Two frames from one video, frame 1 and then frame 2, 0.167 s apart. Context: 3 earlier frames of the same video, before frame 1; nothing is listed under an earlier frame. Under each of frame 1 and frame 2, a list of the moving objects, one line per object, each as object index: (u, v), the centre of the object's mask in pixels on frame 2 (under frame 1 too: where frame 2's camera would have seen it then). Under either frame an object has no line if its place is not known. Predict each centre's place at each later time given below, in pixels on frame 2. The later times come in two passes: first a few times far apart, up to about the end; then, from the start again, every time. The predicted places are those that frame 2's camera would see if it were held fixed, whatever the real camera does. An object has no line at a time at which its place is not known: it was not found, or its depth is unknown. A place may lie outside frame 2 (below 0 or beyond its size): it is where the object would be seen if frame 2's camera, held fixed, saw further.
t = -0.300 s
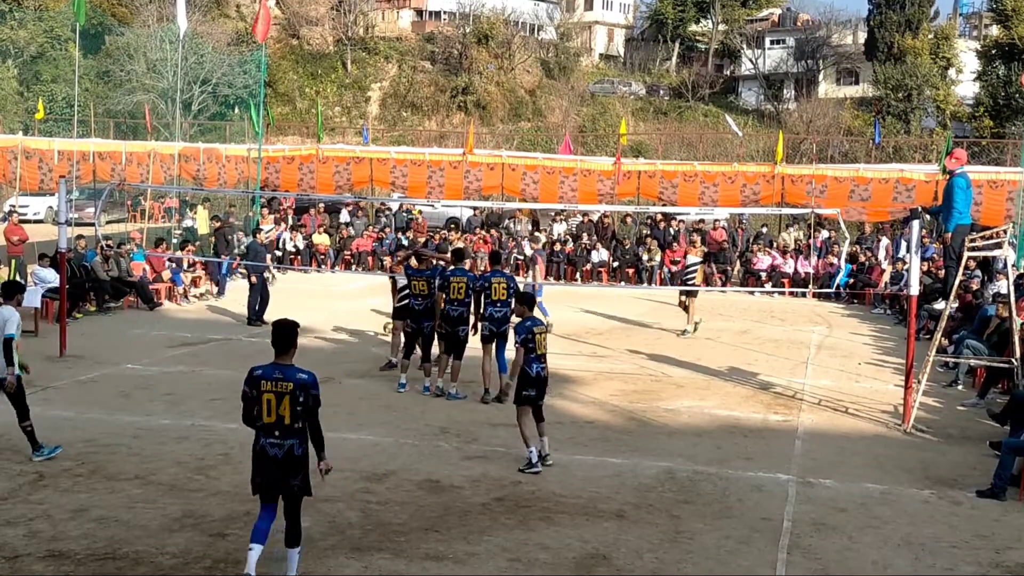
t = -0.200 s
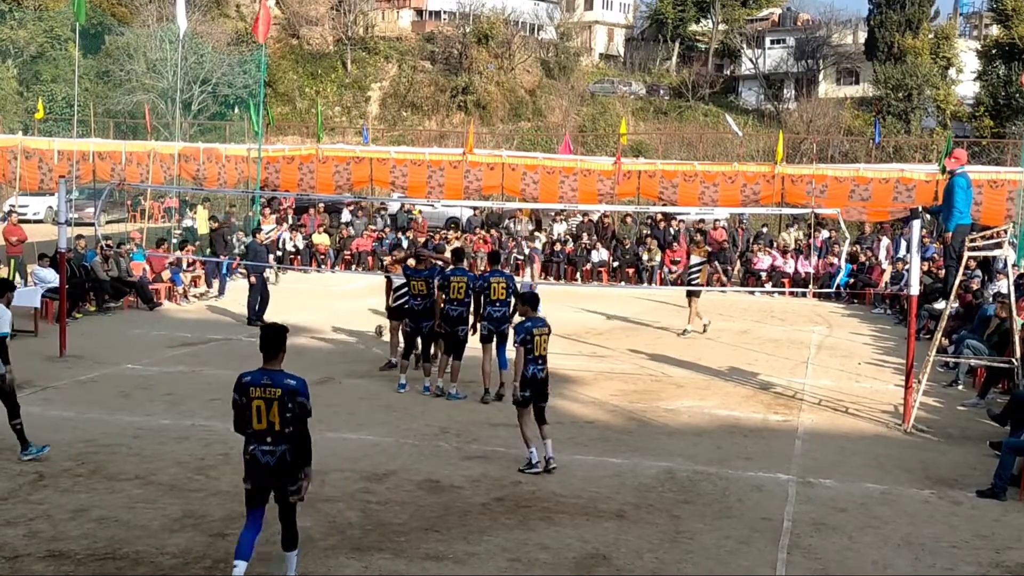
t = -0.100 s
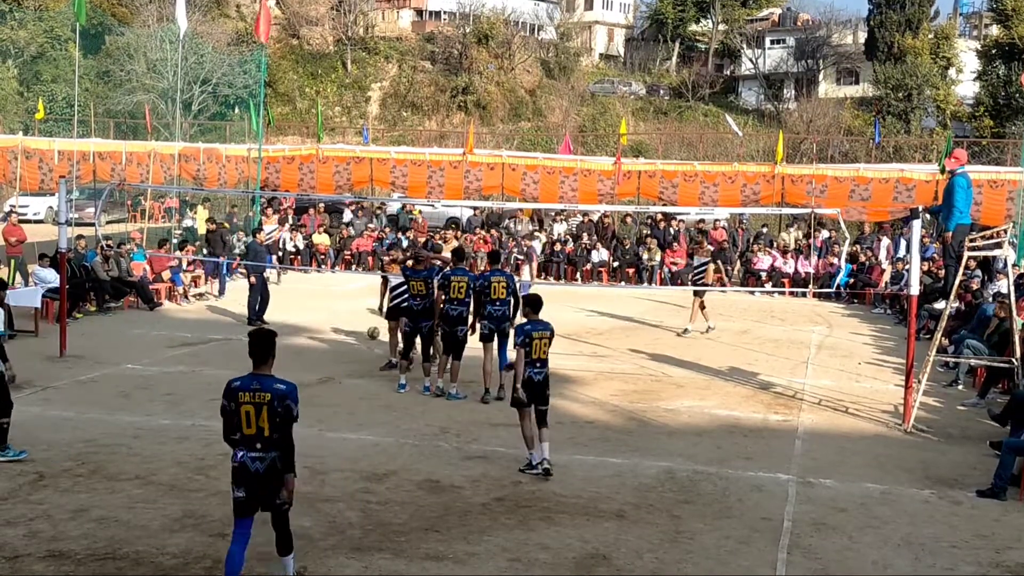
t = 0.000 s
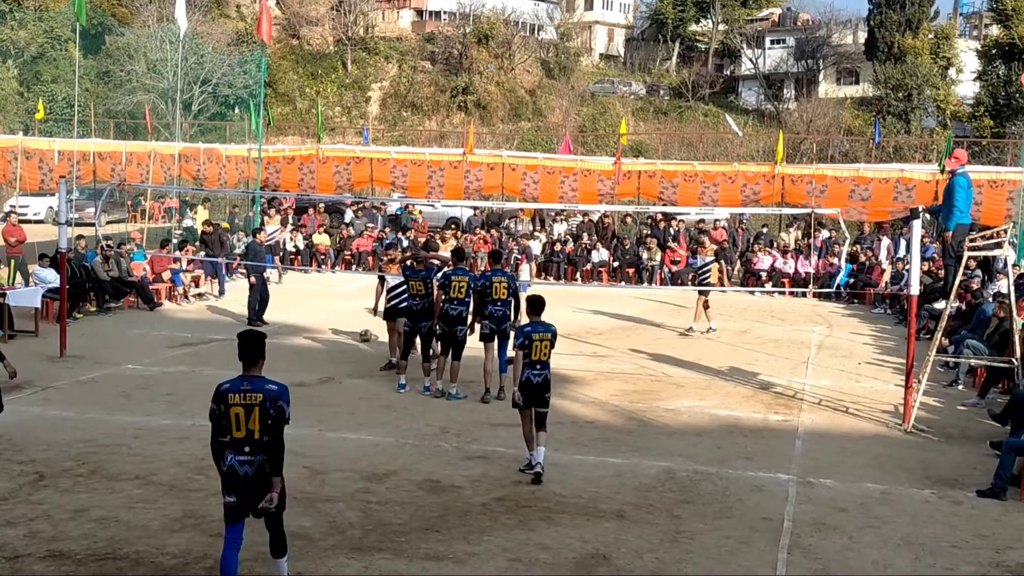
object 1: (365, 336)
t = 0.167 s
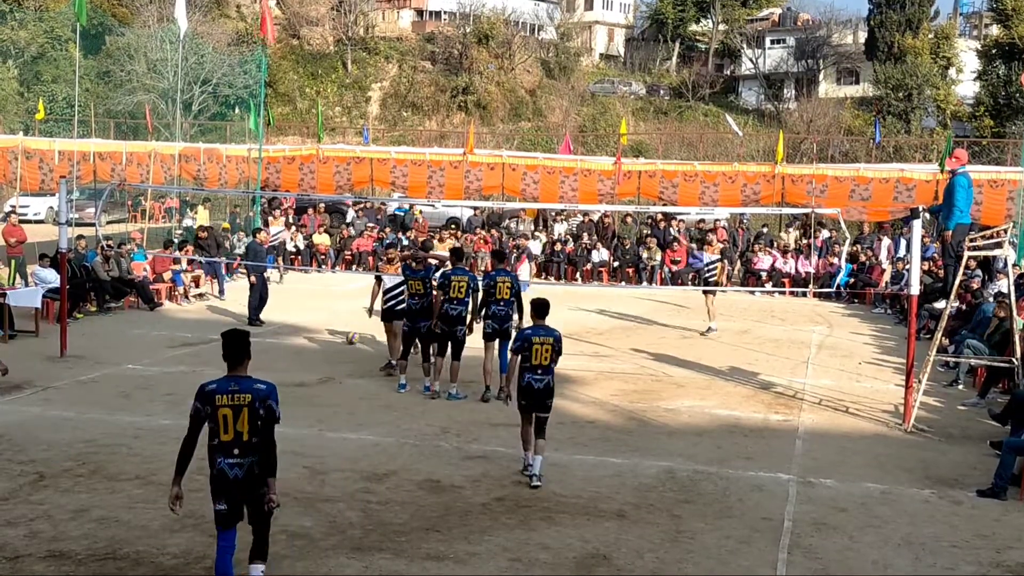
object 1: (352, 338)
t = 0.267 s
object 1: (343, 340)
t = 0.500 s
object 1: (324, 345)
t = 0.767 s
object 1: (301, 348)
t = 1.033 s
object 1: (276, 355)
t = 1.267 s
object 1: (254, 359)
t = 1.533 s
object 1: (228, 364)
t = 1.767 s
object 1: (205, 367)
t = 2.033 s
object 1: (176, 374)
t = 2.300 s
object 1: (148, 378)
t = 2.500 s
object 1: (125, 382)
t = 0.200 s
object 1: (350, 339)
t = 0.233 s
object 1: (346, 339)
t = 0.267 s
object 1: (343, 340)
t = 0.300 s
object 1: (340, 341)
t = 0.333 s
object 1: (337, 341)
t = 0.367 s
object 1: (335, 342)
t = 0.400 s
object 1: (332, 343)
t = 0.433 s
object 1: (330, 343)
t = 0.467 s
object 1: (327, 344)
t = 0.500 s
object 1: (324, 345)
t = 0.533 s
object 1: (321, 346)
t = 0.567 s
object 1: (318, 345)
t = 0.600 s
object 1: (314, 346)
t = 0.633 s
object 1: (311, 346)
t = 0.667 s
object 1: (309, 347)
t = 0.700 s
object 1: (306, 347)
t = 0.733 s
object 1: (304, 347)
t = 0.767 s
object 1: (301, 348)
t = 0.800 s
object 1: (298, 350)
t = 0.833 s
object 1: (295, 350)
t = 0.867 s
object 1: (292, 350)
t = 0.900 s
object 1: (288, 351)
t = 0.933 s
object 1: (286, 352)
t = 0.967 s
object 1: (283, 353)
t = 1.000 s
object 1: (280, 354)
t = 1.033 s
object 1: (276, 355)
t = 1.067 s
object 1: (273, 355)
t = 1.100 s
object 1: (270, 355)
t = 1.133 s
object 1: (267, 356)
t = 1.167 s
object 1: (264, 357)
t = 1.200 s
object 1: (261, 357)
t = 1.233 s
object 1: (258, 358)
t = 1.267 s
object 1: (254, 359)
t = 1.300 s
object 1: (251, 360)
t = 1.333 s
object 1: (248, 359)
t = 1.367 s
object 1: (244, 360)
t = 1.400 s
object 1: (241, 361)
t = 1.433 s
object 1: (238, 362)
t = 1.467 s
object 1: (235, 362)
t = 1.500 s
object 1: (232, 363)
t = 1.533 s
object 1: (228, 364)
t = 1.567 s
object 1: (224, 365)
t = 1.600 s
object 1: (221, 365)
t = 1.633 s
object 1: (218, 365)
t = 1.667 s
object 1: (215, 366)
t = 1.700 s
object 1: (211, 367)
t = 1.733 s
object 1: (208, 368)
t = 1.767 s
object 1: (205, 367)
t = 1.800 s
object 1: (202, 369)
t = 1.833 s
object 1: (198, 370)
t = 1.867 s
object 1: (194, 370)
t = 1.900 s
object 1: (190, 370)
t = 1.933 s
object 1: (186, 371)
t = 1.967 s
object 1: (183, 373)
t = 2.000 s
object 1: (180, 373)
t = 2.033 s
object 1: (176, 374)
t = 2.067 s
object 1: (173, 374)
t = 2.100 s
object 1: (169, 375)
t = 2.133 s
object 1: (166, 375)
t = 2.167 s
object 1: (162, 375)
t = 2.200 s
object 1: (159, 376)
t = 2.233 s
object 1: (155, 377)
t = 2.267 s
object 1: (151, 377)
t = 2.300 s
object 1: (148, 378)
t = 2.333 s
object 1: (144, 378)
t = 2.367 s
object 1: (141, 379)
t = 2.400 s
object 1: (137, 380)
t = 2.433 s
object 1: (133, 380)
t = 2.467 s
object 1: (129, 381)
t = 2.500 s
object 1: (125, 382)
